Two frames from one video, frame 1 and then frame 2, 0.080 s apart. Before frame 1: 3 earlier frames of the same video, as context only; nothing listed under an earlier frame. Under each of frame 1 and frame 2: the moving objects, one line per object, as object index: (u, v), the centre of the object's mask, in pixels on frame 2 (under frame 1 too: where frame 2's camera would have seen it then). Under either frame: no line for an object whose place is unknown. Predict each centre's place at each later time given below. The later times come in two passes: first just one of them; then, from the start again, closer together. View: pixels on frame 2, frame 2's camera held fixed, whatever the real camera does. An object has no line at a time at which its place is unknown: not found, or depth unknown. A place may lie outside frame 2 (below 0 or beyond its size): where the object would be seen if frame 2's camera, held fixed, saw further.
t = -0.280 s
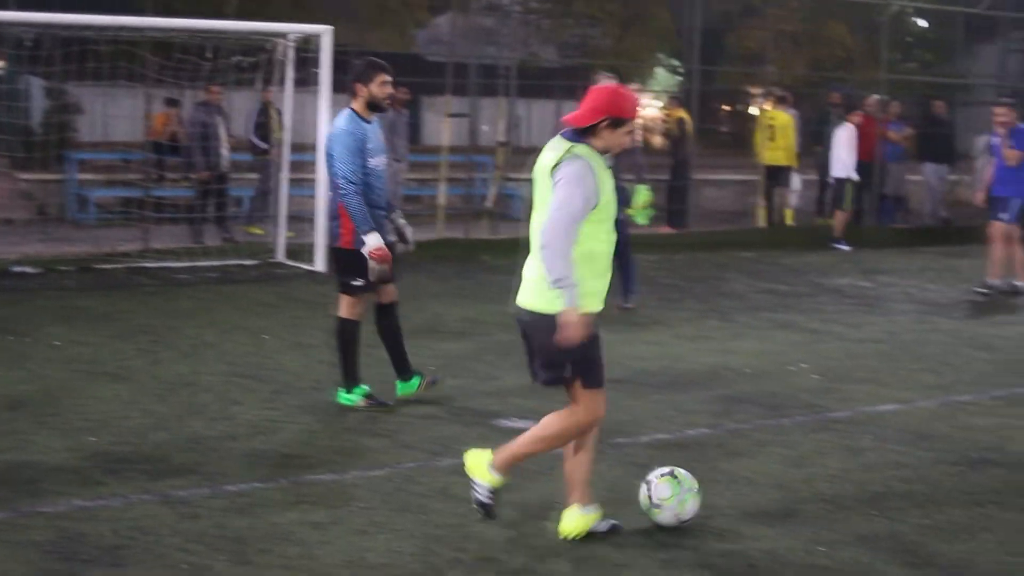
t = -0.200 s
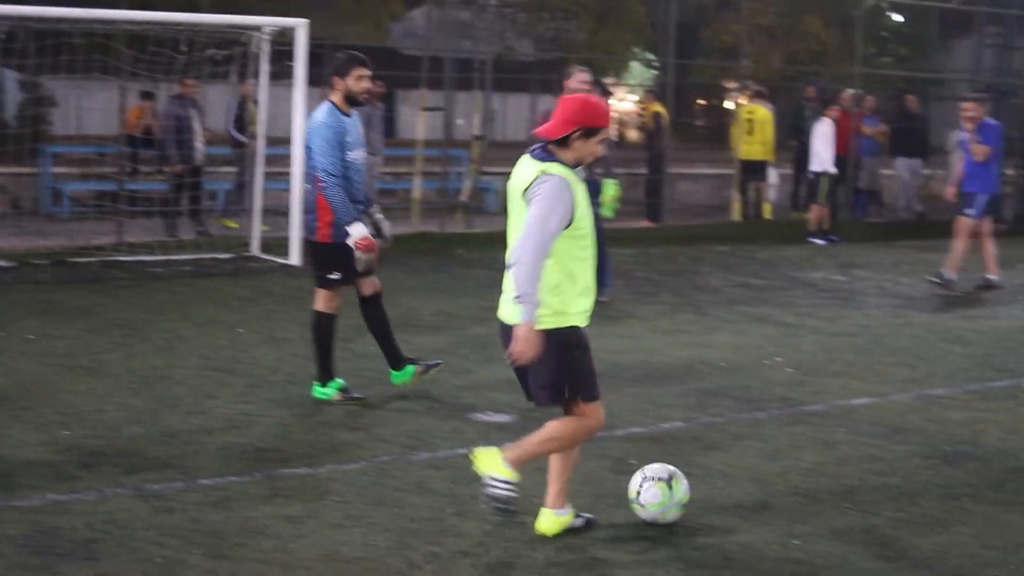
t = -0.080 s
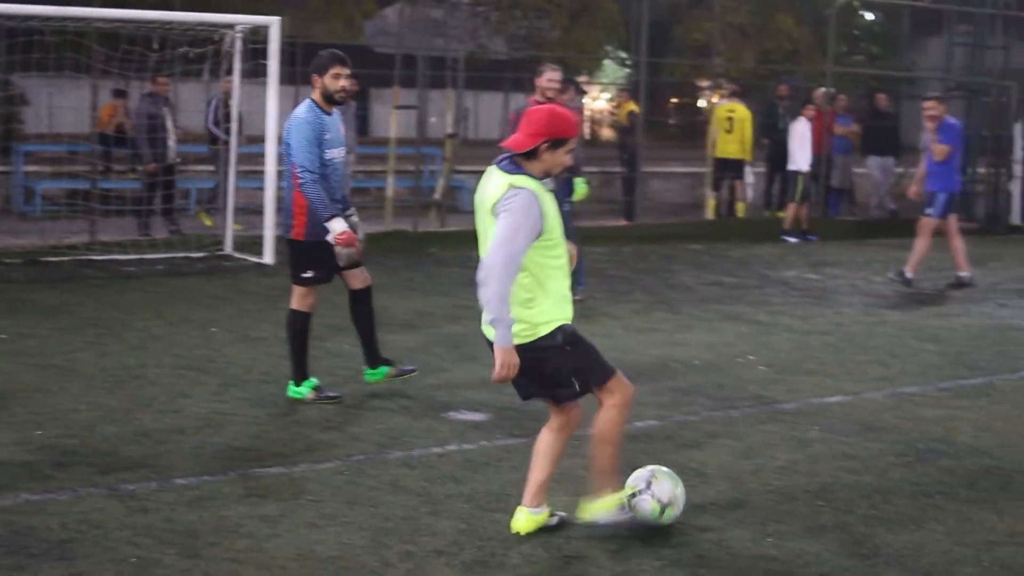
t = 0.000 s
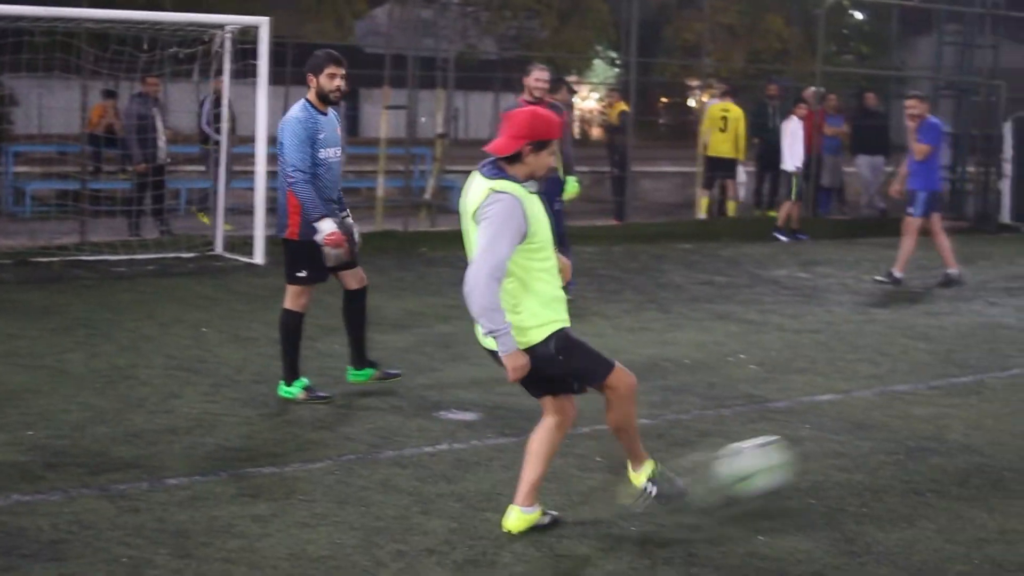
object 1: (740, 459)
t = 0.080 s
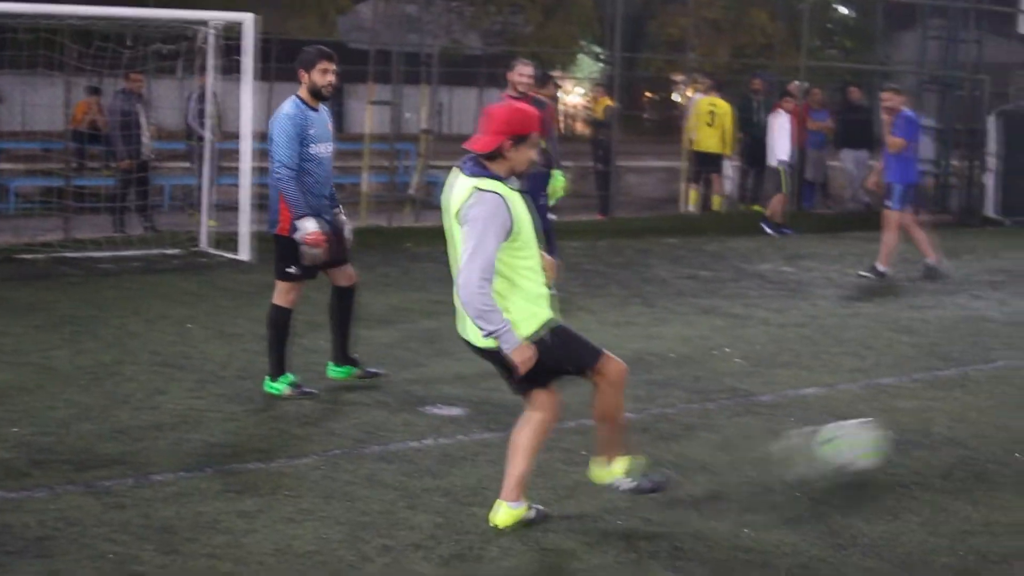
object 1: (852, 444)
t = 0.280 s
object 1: (1024, 421)
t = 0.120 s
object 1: (901, 443)
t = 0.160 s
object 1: (942, 435)
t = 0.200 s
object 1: (963, 430)
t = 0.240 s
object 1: (986, 425)
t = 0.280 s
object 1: (1024, 421)
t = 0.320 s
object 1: (1051, 418)
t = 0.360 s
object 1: (1066, 412)
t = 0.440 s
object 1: (1118, 405)
